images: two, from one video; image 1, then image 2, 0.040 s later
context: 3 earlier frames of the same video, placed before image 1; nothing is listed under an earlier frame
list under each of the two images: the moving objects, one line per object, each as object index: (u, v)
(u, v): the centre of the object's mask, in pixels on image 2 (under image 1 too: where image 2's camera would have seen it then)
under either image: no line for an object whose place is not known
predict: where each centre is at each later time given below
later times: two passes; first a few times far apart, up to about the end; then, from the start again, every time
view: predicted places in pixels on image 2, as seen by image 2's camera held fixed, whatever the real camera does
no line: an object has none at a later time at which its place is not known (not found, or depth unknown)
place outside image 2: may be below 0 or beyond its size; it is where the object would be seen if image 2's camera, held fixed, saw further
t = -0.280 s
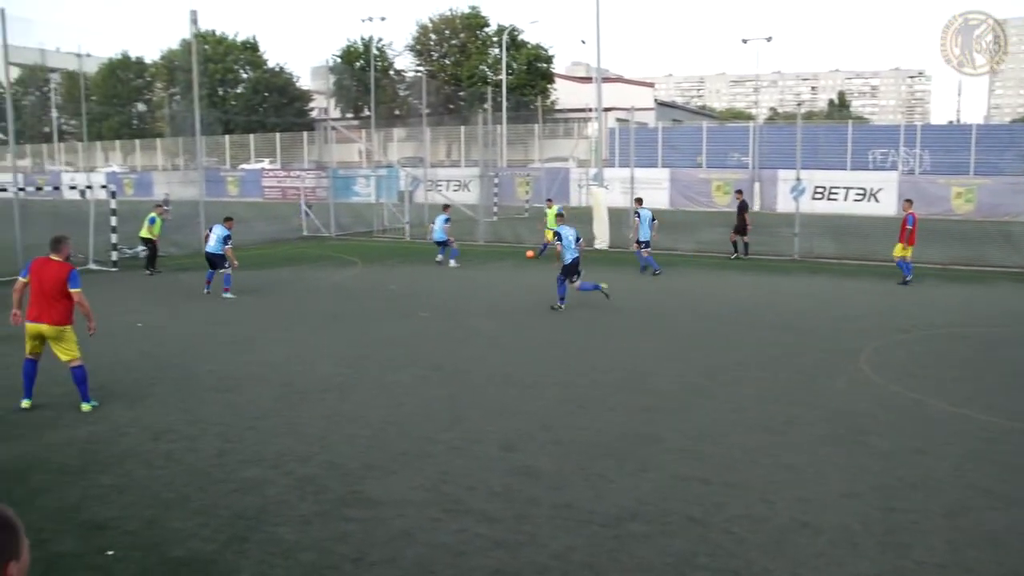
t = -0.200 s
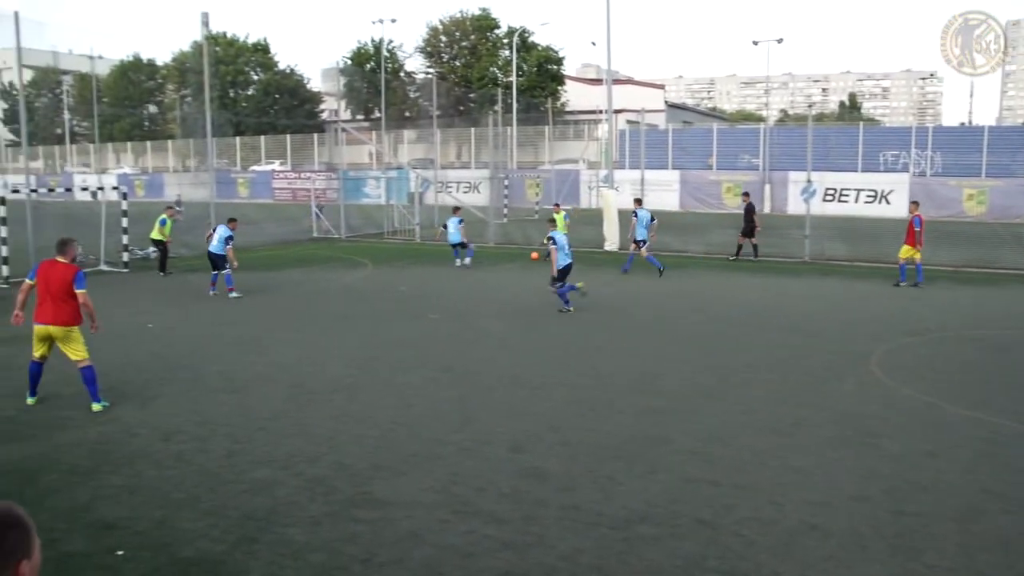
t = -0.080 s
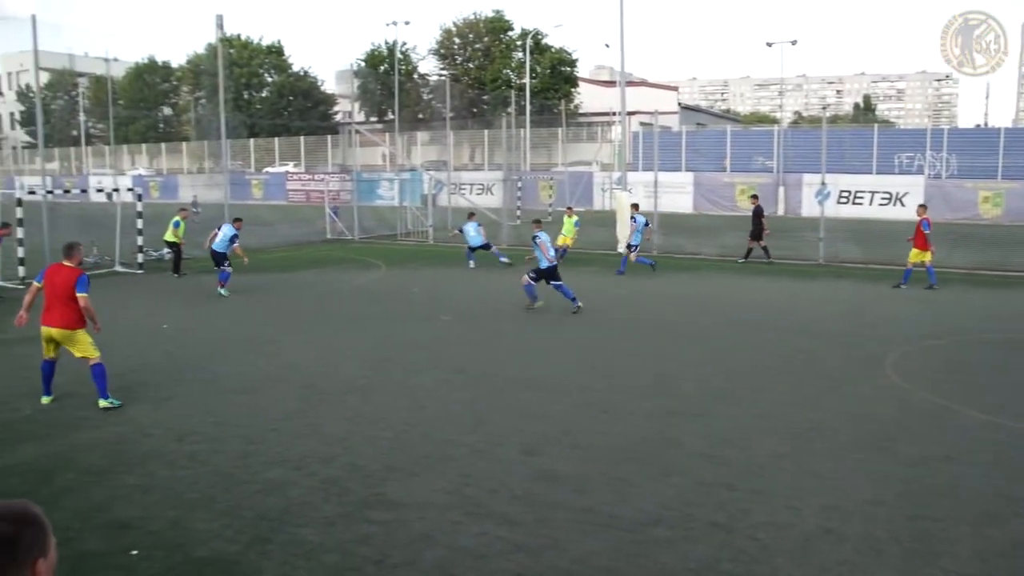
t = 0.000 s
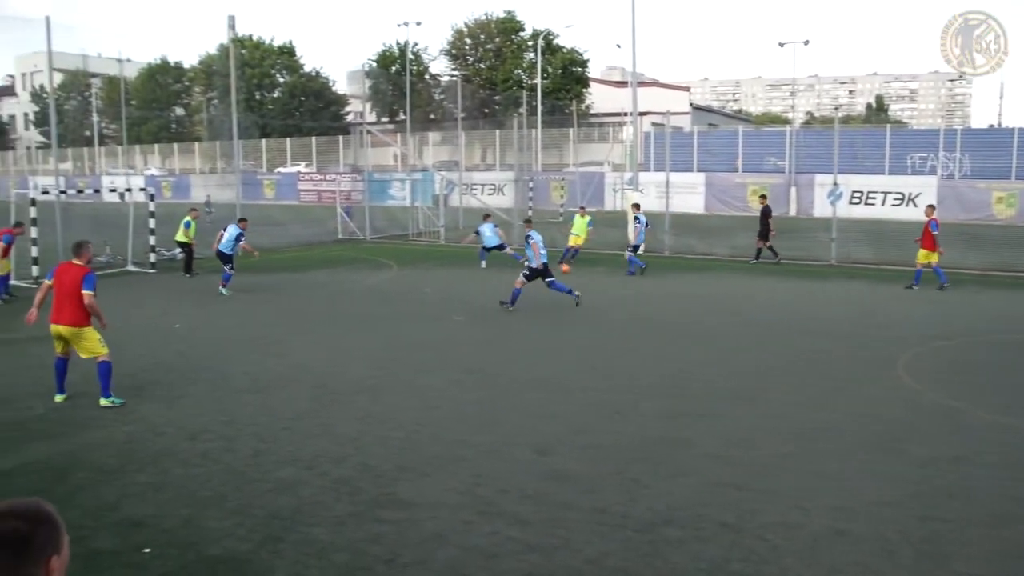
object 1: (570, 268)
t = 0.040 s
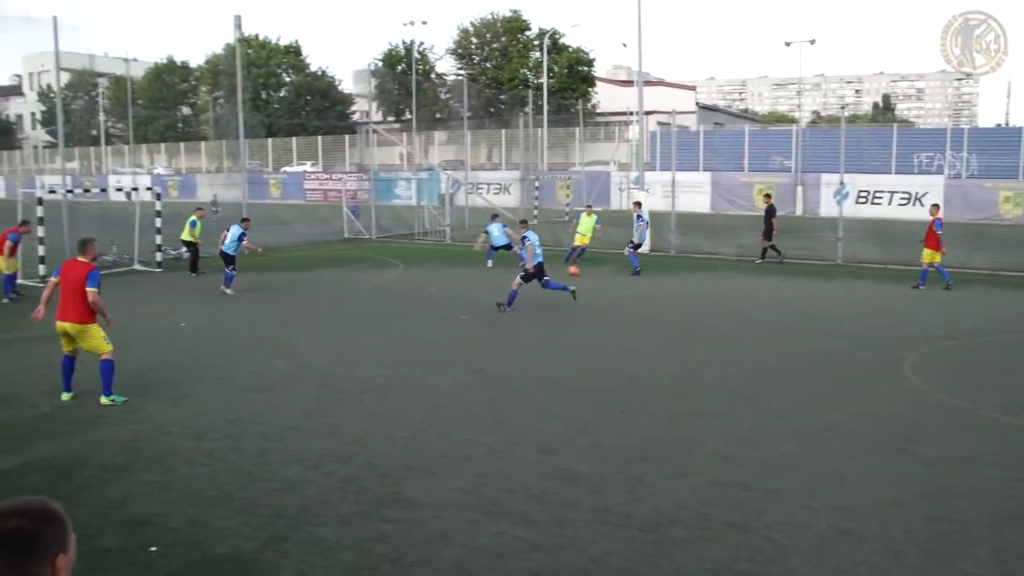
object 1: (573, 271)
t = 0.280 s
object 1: (593, 292)
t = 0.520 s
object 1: (618, 318)
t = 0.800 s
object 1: (655, 355)
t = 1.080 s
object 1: (702, 403)
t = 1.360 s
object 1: (771, 471)
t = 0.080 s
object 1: (576, 274)
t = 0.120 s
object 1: (579, 277)
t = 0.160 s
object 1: (583, 281)
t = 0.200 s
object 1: (586, 284)
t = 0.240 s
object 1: (590, 288)
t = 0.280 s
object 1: (593, 292)
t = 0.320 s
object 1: (597, 296)
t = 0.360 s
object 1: (601, 300)
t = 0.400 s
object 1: (605, 303)
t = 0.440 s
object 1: (609, 308)
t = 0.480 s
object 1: (613, 313)
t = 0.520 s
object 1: (618, 318)
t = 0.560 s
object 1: (622, 323)
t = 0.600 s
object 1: (627, 329)
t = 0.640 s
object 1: (632, 333)
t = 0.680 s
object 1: (638, 338)
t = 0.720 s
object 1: (643, 345)
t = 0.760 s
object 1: (649, 349)
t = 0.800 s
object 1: (655, 355)
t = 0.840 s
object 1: (661, 362)
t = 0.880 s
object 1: (668, 368)
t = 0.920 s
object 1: (673, 373)
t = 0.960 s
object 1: (680, 380)
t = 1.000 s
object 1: (688, 389)
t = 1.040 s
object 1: (695, 397)
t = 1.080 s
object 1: (702, 403)
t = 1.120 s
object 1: (710, 411)
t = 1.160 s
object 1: (719, 420)
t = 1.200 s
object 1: (727, 429)
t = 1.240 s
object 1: (738, 439)
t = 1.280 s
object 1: (748, 449)
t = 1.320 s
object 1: (759, 460)
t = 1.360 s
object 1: (771, 471)
